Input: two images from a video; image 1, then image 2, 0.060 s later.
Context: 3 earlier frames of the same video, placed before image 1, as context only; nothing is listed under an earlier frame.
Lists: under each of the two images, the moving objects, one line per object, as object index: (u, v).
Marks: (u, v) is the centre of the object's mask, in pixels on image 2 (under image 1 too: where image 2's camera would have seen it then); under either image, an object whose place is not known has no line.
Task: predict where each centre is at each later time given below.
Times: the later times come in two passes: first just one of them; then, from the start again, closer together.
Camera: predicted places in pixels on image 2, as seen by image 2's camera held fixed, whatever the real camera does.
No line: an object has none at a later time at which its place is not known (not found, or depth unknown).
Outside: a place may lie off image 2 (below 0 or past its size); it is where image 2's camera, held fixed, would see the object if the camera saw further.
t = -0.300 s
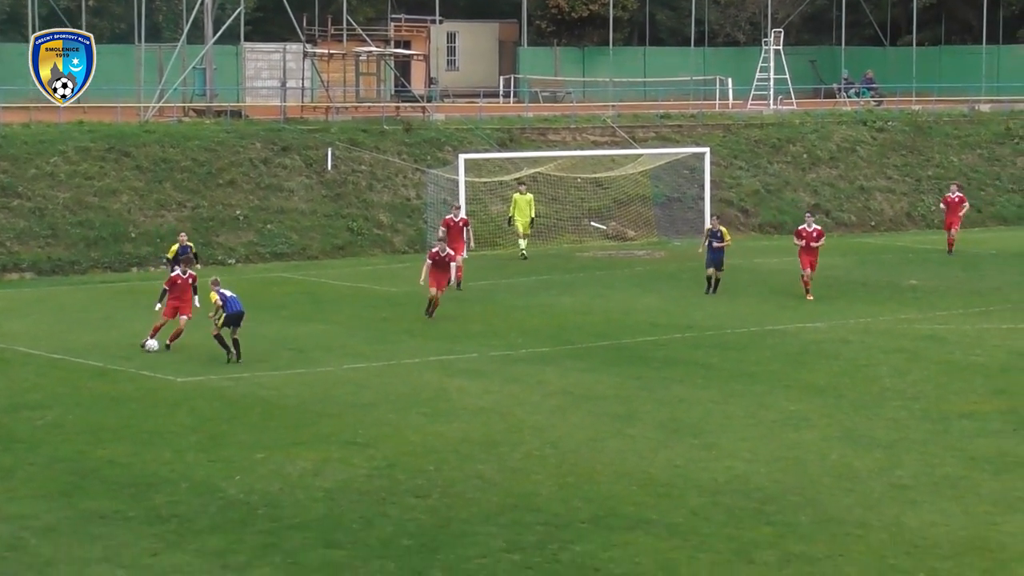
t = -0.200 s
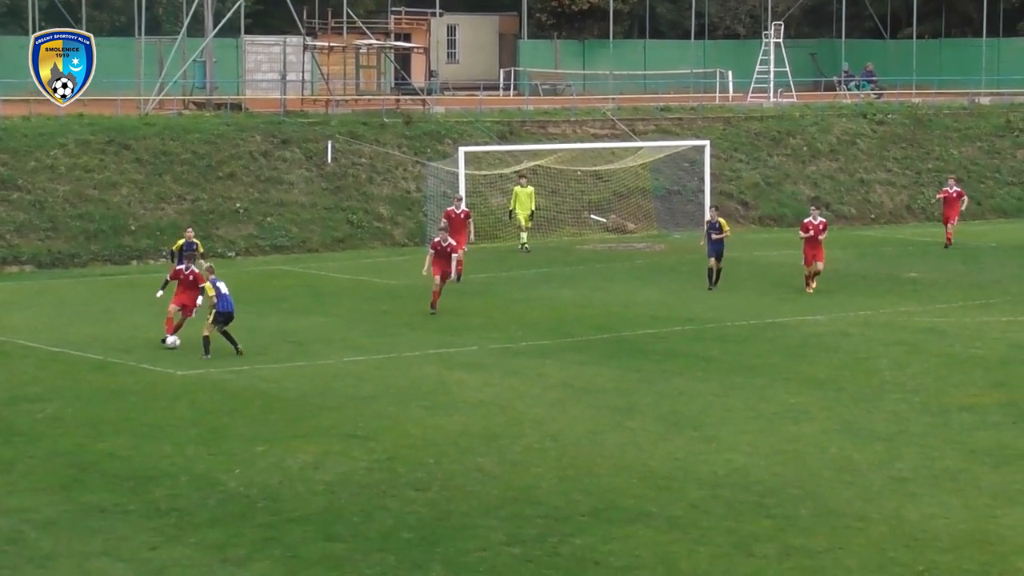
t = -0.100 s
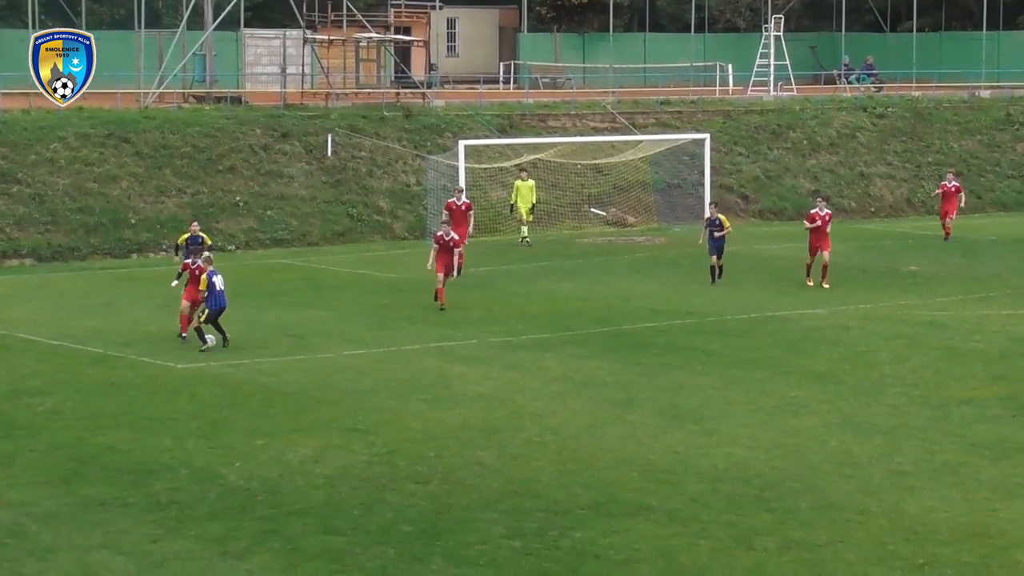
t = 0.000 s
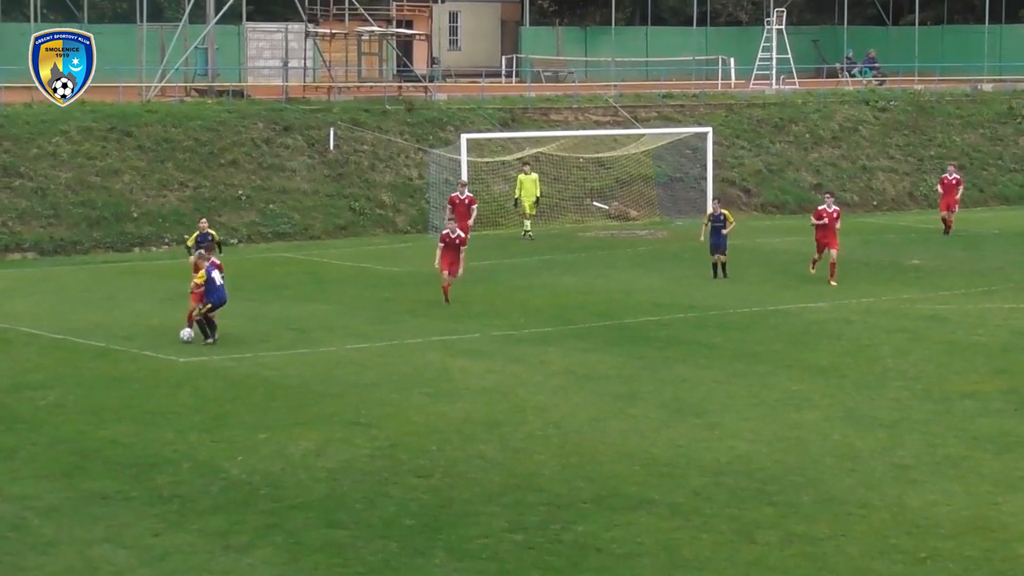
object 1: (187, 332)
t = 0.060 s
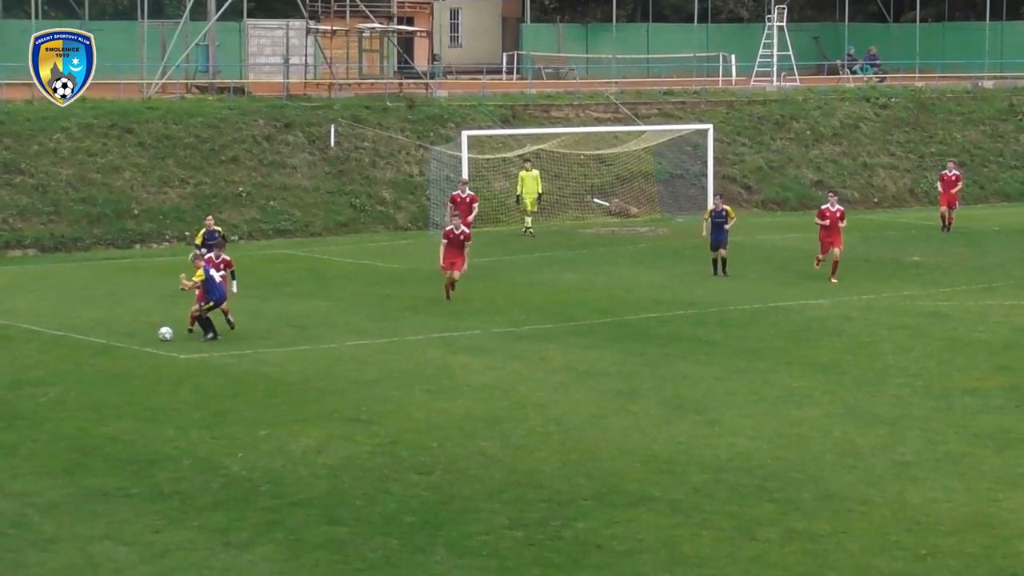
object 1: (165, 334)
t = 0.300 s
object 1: (89, 338)
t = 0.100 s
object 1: (150, 336)
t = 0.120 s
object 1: (143, 336)
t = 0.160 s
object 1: (130, 336)
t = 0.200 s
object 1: (118, 337)
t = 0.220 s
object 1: (111, 337)
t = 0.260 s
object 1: (100, 338)
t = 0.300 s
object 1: (89, 338)
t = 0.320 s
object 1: (85, 338)
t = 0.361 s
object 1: (73, 340)
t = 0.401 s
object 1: (63, 341)
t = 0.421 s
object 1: (58, 342)
